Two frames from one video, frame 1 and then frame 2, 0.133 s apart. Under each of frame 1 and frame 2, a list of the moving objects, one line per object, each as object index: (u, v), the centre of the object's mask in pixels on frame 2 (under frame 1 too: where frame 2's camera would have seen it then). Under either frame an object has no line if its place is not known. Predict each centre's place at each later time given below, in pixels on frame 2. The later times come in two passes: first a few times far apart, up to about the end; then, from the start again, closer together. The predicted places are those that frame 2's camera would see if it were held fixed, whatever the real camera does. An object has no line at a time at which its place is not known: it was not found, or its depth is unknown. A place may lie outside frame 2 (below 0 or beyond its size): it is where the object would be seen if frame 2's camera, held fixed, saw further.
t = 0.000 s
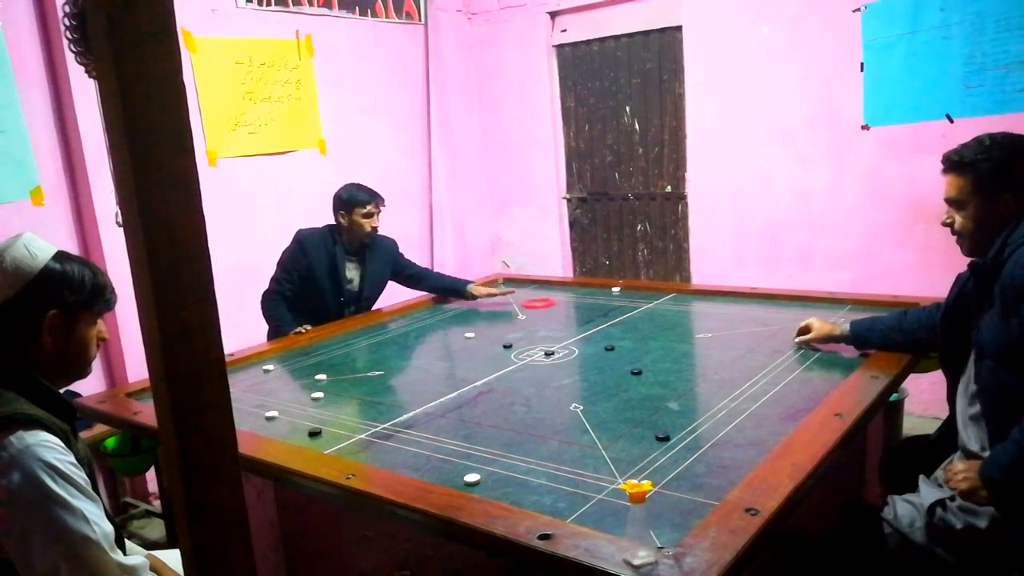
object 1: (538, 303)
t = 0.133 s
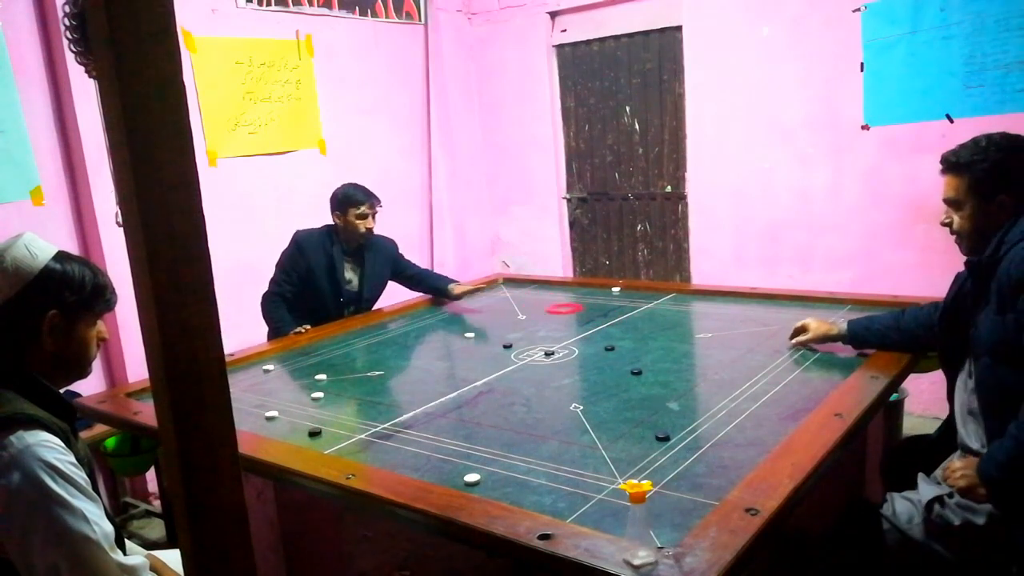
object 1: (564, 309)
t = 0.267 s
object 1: (593, 314)
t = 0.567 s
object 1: (665, 328)
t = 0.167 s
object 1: (572, 310)
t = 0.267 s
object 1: (593, 314)
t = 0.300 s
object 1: (599, 316)
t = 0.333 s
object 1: (607, 317)
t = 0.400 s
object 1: (623, 320)
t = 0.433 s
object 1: (631, 321)
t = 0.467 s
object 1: (640, 323)
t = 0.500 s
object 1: (648, 325)
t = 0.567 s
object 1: (665, 328)
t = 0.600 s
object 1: (673, 330)
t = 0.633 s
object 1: (682, 332)
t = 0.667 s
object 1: (691, 334)
